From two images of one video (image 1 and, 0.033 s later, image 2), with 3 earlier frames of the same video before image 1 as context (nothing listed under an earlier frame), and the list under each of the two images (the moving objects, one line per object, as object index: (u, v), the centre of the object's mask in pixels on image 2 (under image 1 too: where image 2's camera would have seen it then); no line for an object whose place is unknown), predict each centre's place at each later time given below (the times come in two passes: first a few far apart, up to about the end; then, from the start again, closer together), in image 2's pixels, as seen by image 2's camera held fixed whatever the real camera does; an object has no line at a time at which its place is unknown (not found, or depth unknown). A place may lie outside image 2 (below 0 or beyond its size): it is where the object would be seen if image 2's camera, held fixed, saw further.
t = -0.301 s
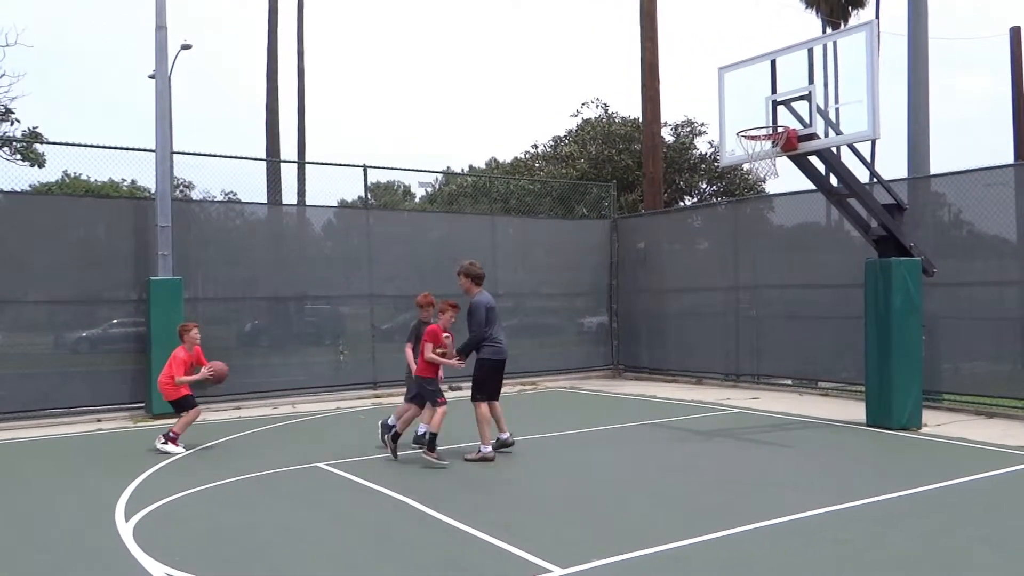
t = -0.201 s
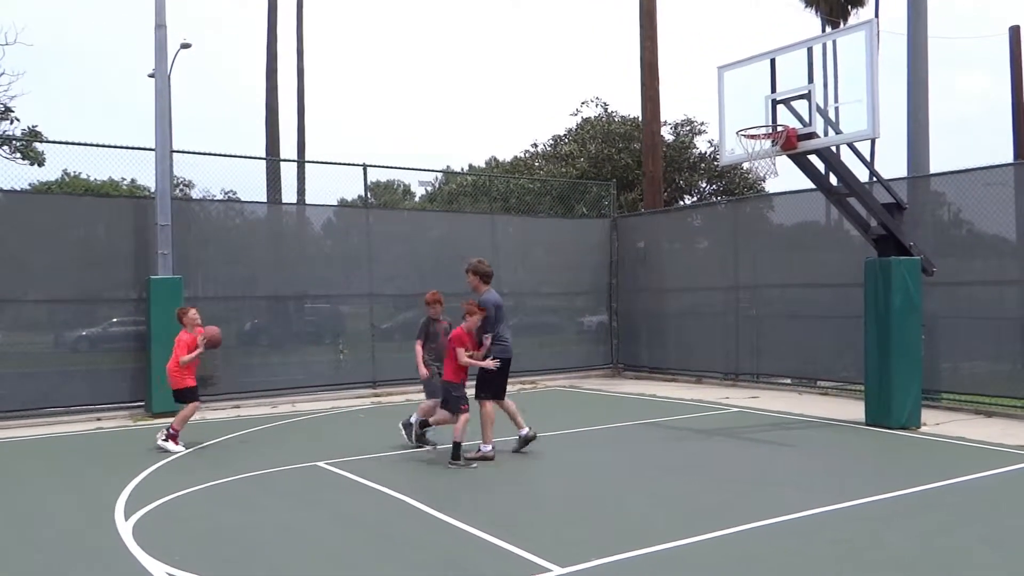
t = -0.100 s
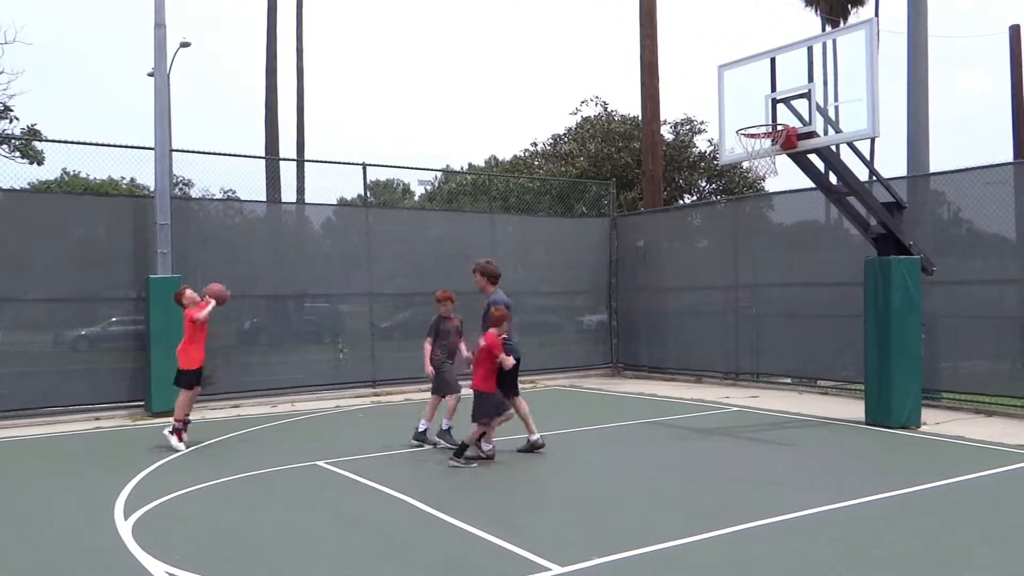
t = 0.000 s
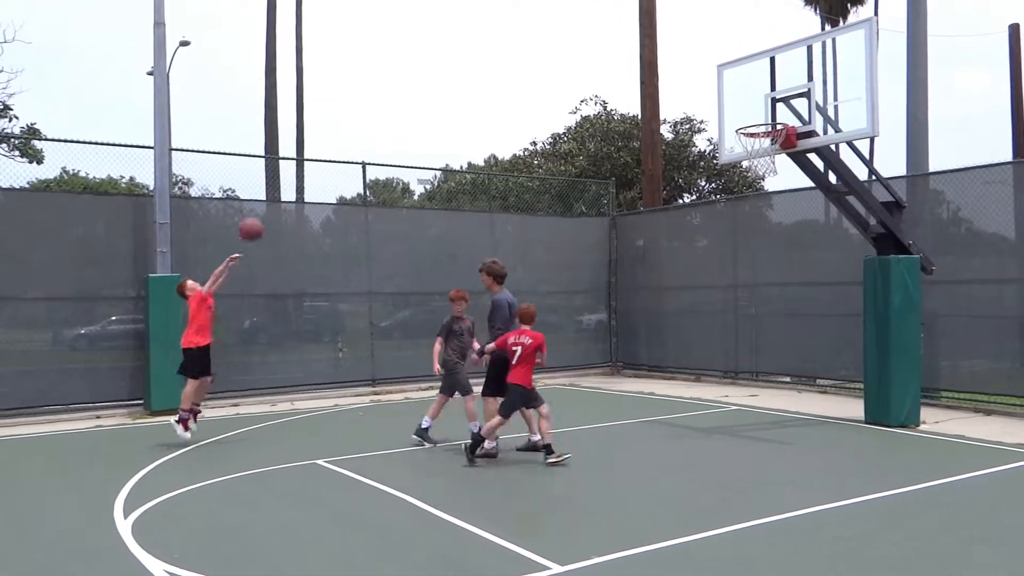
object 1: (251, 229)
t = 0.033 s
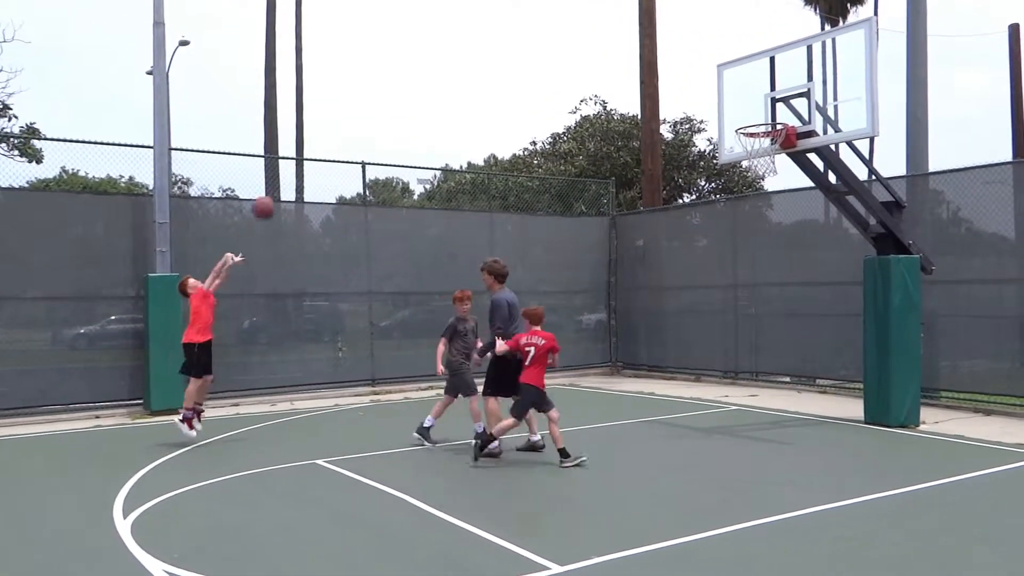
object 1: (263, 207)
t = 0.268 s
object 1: (358, 89)
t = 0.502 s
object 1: (455, 22)
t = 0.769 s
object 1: (565, 11)
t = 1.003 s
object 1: (660, 61)
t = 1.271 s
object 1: (746, 171)
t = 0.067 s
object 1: (277, 187)
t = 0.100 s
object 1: (290, 168)
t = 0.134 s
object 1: (304, 150)
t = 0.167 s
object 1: (317, 133)
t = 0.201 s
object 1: (331, 118)
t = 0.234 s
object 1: (345, 103)
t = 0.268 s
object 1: (358, 89)
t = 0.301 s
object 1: (372, 76)
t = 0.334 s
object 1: (386, 65)
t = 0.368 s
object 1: (399, 54)
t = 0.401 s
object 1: (413, 44)
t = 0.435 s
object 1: (428, 36)
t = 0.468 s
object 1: (442, 28)
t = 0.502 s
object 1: (455, 22)
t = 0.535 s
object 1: (469, 16)
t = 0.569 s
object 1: (483, 13)
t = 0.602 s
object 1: (497, 10)
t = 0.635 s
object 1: (510, 8)
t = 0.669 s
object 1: (524, 7)
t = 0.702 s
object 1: (537, 8)
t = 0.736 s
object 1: (551, 9)
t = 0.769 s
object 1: (565, 11)
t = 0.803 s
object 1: (579, 15)
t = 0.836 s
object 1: (592, 20)
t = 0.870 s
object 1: (606, 26)
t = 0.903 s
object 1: (619, 33)
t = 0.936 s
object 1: (633, 41)
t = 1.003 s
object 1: (660, 61)
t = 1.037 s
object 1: (674, 72)
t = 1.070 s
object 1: (687, 84)
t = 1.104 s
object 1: (700, 97)
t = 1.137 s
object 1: (714, 112)
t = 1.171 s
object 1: (727, 127)
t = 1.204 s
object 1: (741, 145)
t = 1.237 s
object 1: (744, 162)
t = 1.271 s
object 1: (746, 171)
